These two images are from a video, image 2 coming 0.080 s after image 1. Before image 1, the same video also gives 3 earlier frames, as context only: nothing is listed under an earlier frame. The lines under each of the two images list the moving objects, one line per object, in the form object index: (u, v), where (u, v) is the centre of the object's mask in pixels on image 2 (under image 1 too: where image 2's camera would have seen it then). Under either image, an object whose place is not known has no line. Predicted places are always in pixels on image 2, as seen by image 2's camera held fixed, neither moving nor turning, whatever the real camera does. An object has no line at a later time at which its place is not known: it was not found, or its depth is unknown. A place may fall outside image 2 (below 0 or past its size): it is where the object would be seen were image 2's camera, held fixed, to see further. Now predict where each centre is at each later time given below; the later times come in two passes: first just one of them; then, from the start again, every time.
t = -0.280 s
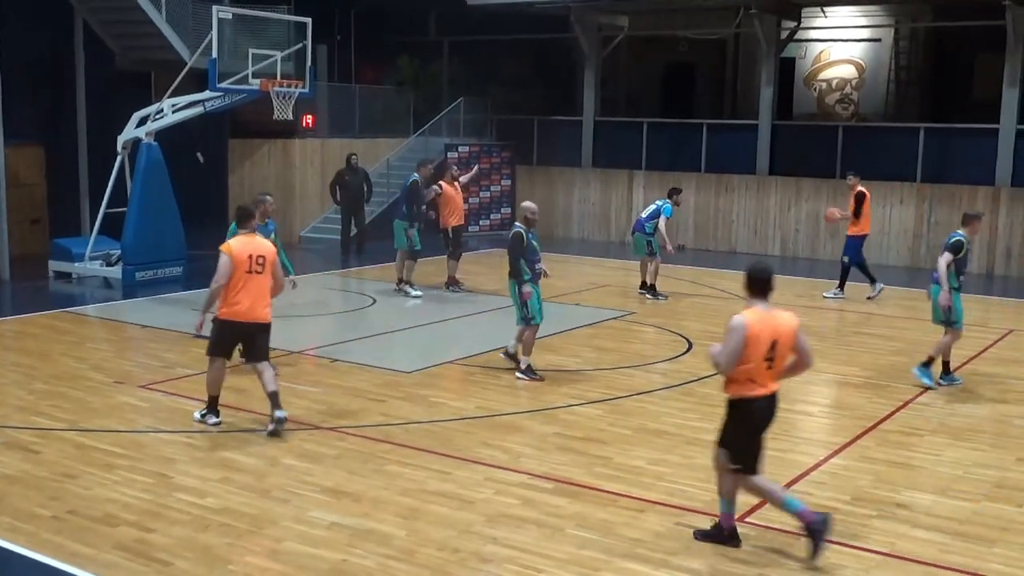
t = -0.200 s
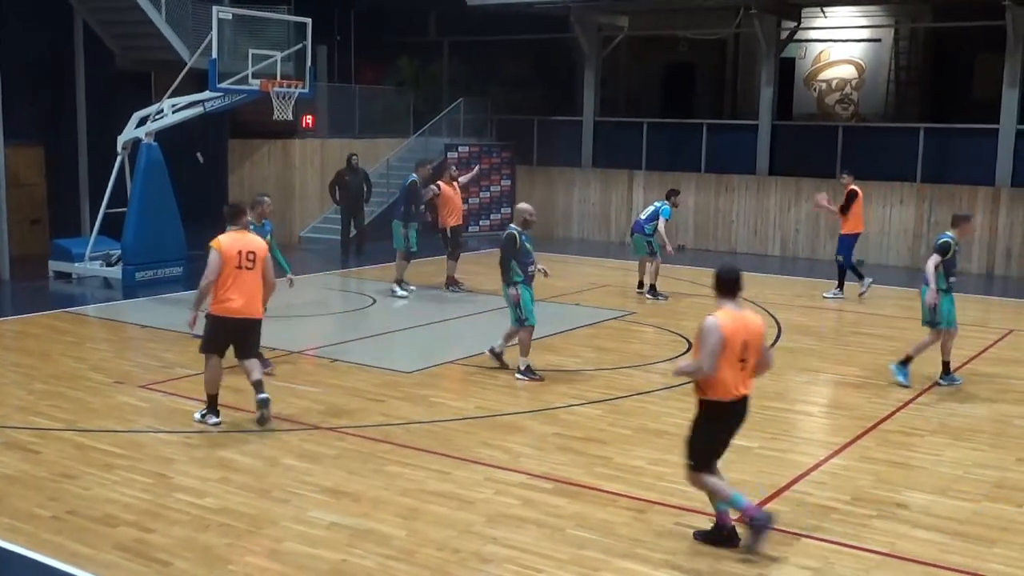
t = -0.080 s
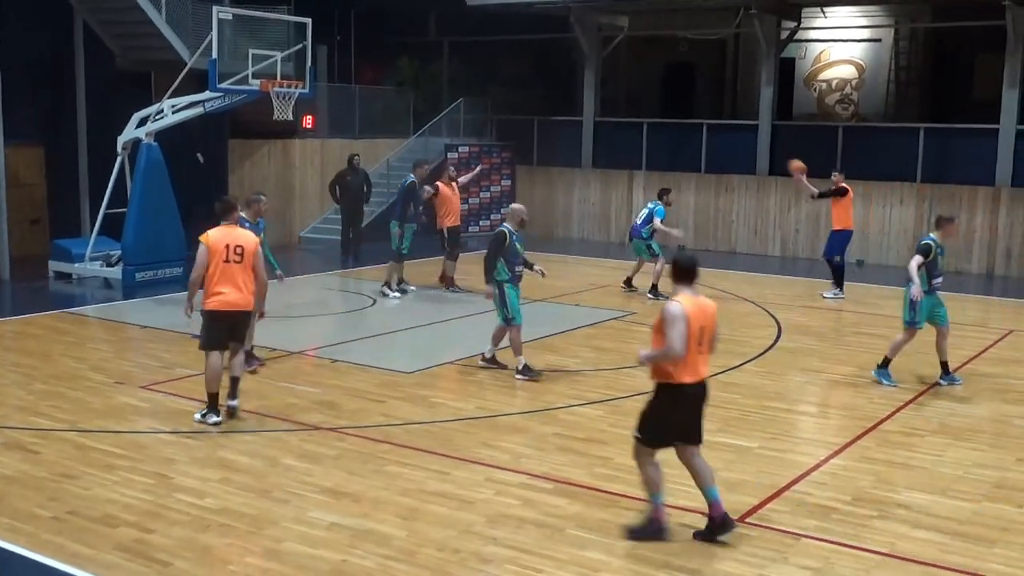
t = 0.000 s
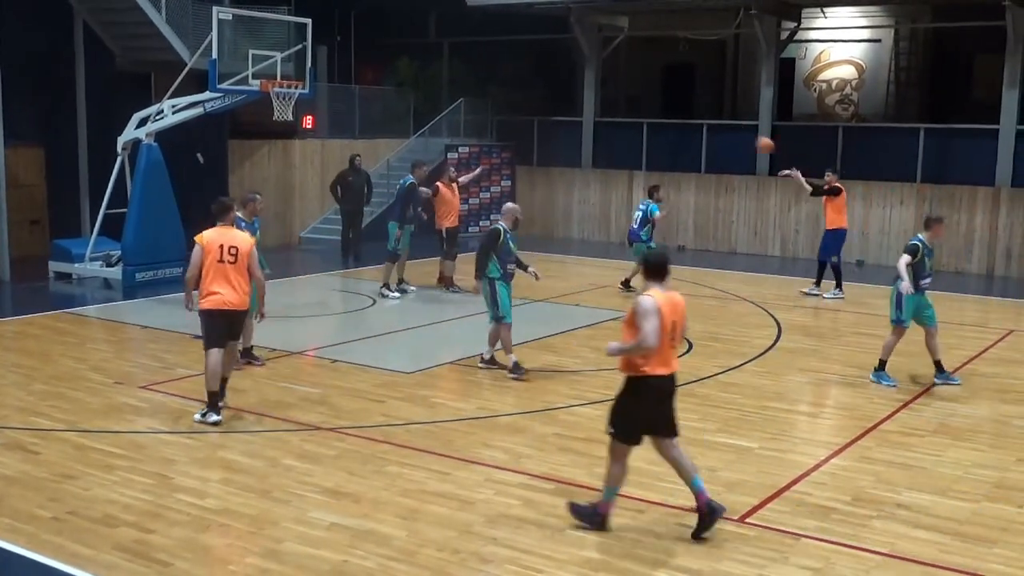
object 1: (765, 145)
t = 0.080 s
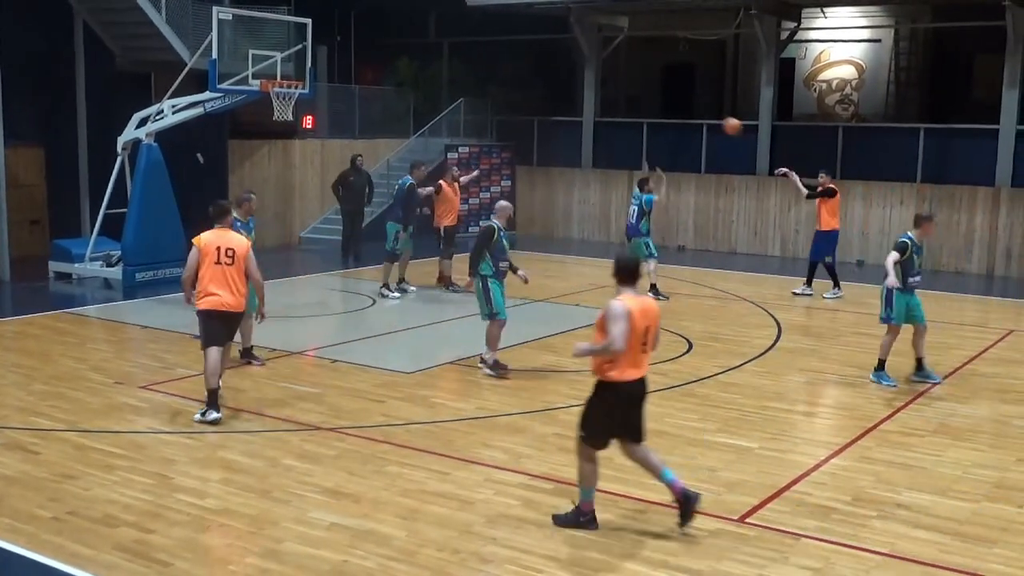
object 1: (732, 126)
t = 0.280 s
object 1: (651, 97)
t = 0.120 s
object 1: (715, 117)
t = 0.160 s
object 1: (699, 111)
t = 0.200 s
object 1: (683, 105)
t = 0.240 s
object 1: (666, 101)
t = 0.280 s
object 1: (651, 97)
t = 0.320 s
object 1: (634, 93)
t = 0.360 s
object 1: (618, 92)
